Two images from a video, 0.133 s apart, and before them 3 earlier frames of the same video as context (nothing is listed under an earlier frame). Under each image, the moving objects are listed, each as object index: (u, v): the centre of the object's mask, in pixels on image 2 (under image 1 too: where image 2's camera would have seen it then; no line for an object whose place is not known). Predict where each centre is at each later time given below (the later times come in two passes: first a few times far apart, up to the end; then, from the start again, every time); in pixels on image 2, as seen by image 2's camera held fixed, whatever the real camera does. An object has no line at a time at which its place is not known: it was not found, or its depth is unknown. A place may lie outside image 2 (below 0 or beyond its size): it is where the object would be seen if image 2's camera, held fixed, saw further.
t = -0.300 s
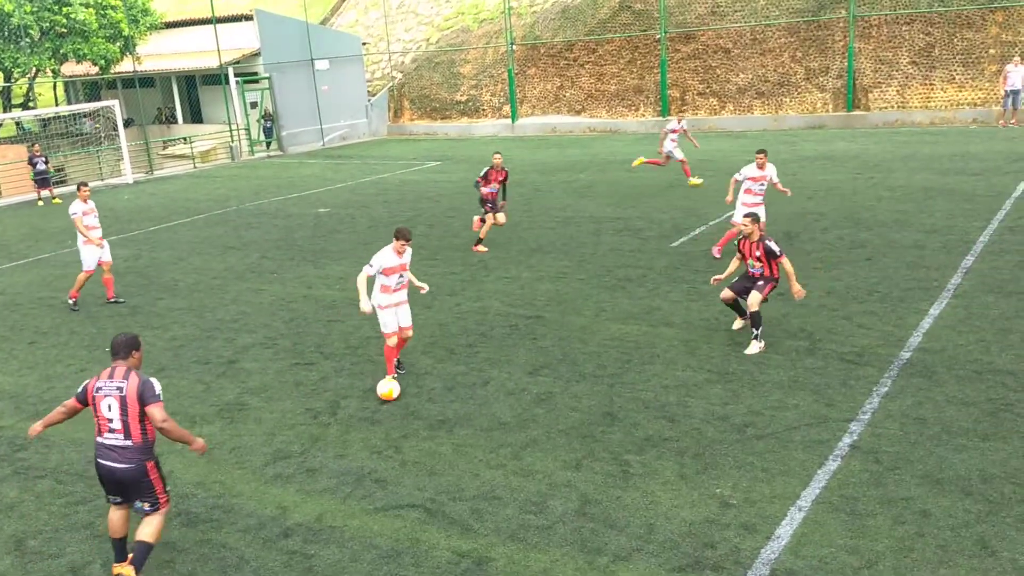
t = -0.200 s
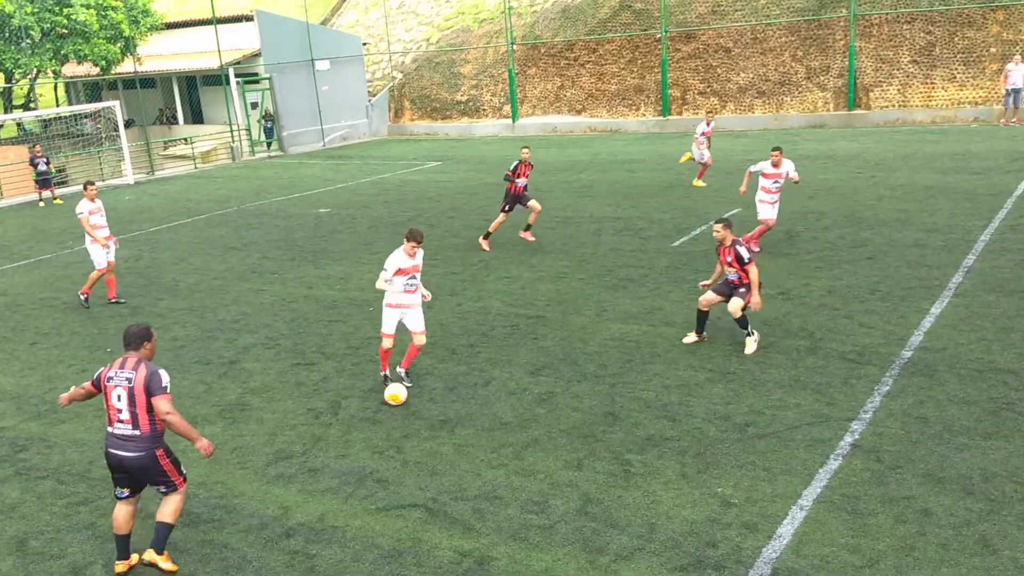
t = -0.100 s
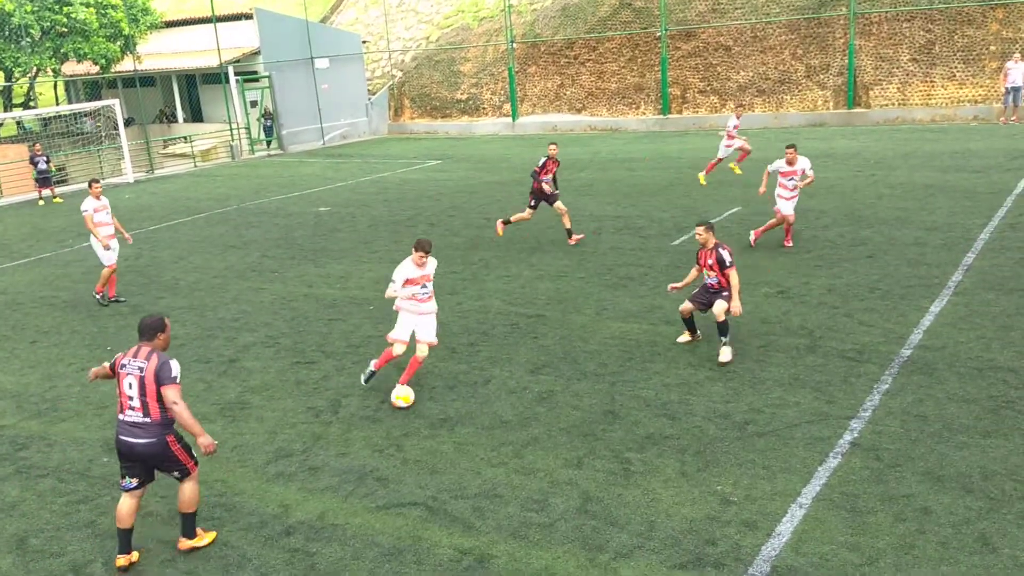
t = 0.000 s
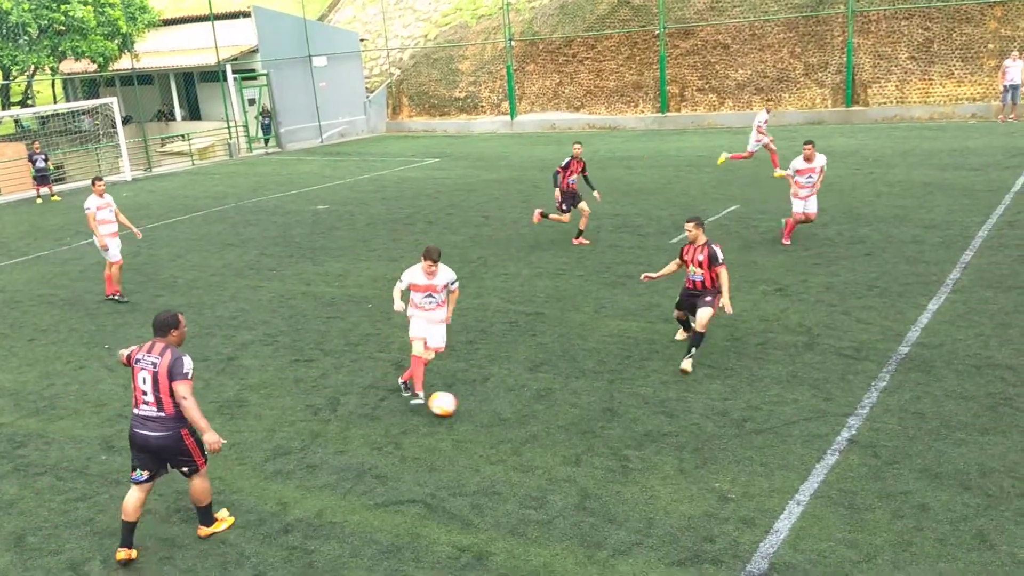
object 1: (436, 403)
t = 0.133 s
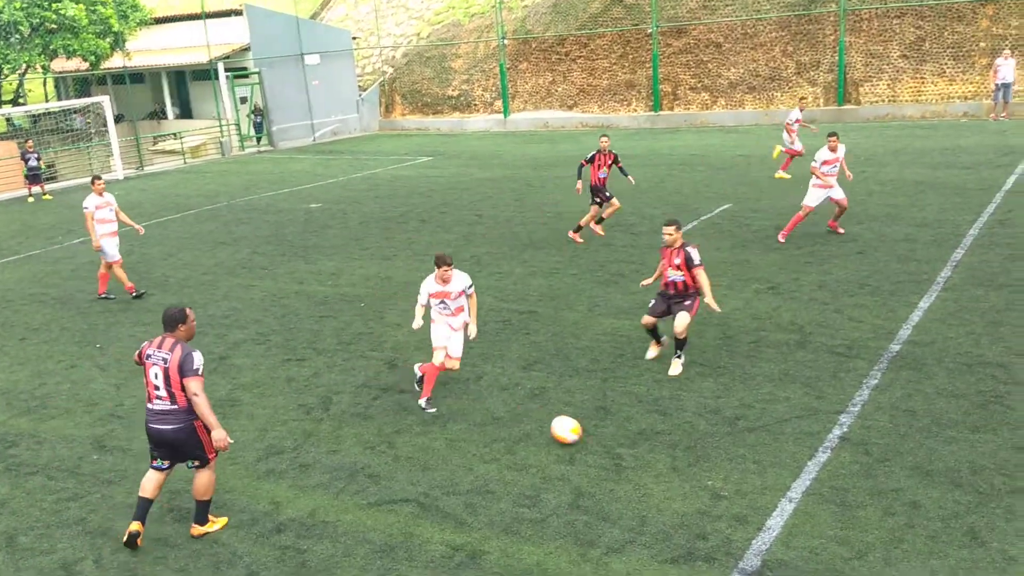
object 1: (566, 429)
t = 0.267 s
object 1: (715, 461)
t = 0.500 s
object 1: (1021, 524)
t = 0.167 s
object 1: (604, 441)
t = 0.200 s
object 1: (640, 447)
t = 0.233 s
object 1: (677, 453)
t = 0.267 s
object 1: (715, 461)
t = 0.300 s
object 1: (755, 471)
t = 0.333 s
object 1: (799, 482)
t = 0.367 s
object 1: (846, 497)
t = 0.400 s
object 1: (887, 503)
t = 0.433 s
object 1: (928, 508)
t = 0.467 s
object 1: (973, 514)
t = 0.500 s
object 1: (1021, 524)
